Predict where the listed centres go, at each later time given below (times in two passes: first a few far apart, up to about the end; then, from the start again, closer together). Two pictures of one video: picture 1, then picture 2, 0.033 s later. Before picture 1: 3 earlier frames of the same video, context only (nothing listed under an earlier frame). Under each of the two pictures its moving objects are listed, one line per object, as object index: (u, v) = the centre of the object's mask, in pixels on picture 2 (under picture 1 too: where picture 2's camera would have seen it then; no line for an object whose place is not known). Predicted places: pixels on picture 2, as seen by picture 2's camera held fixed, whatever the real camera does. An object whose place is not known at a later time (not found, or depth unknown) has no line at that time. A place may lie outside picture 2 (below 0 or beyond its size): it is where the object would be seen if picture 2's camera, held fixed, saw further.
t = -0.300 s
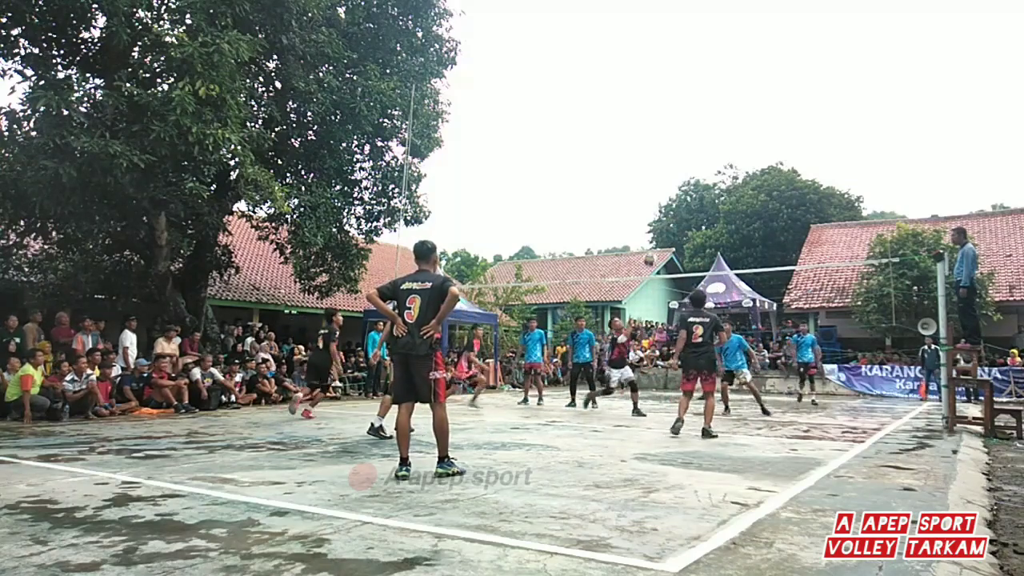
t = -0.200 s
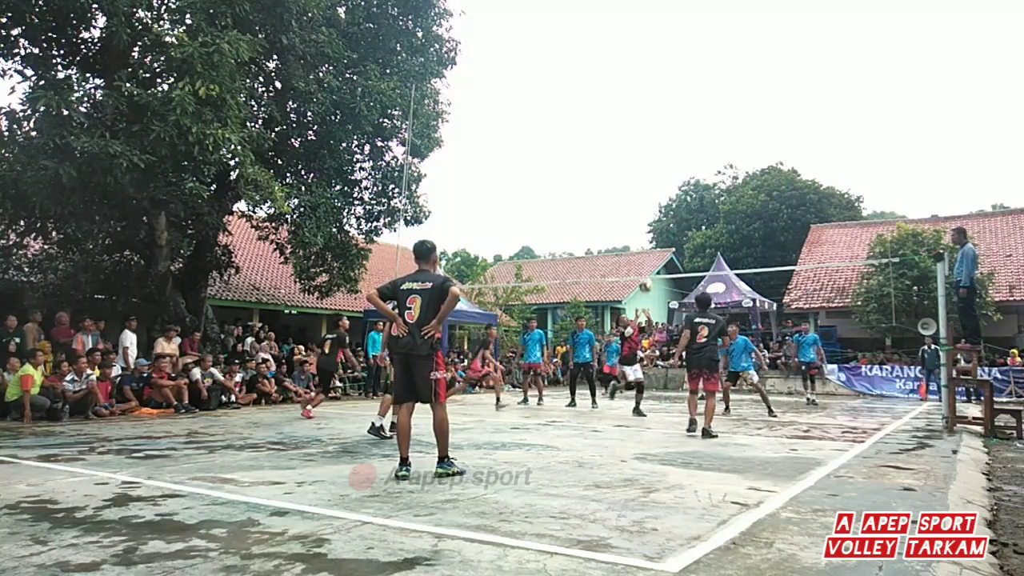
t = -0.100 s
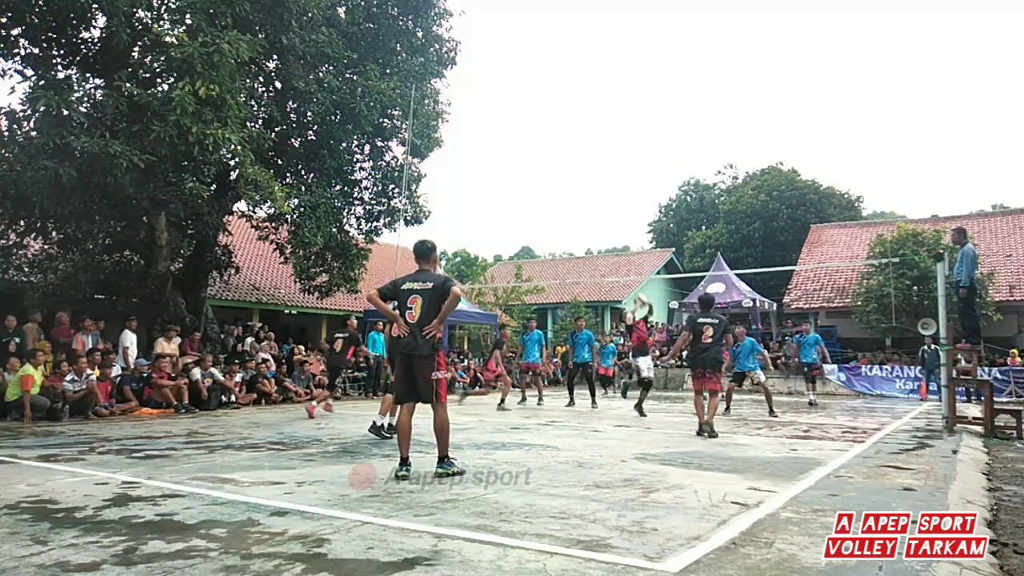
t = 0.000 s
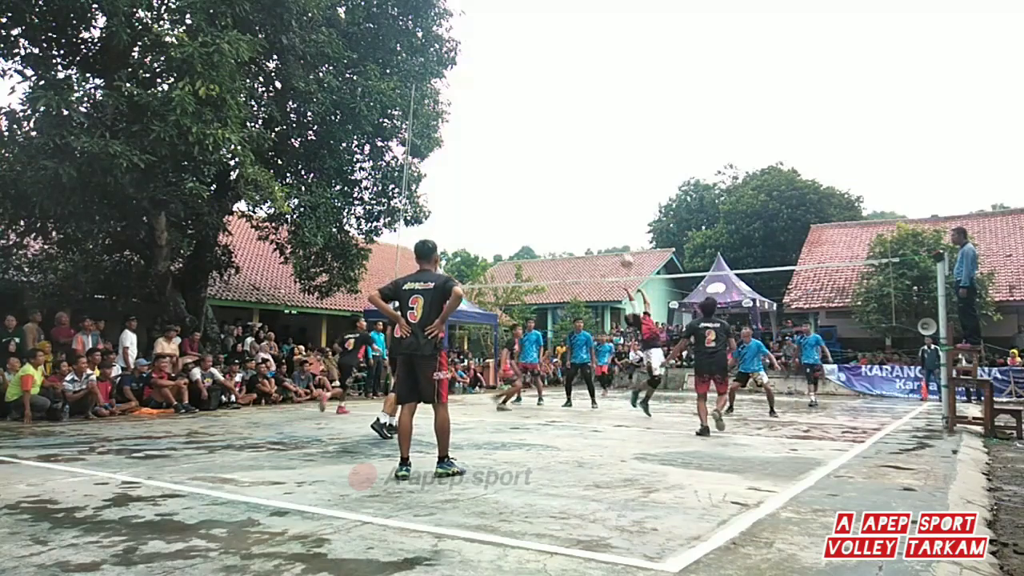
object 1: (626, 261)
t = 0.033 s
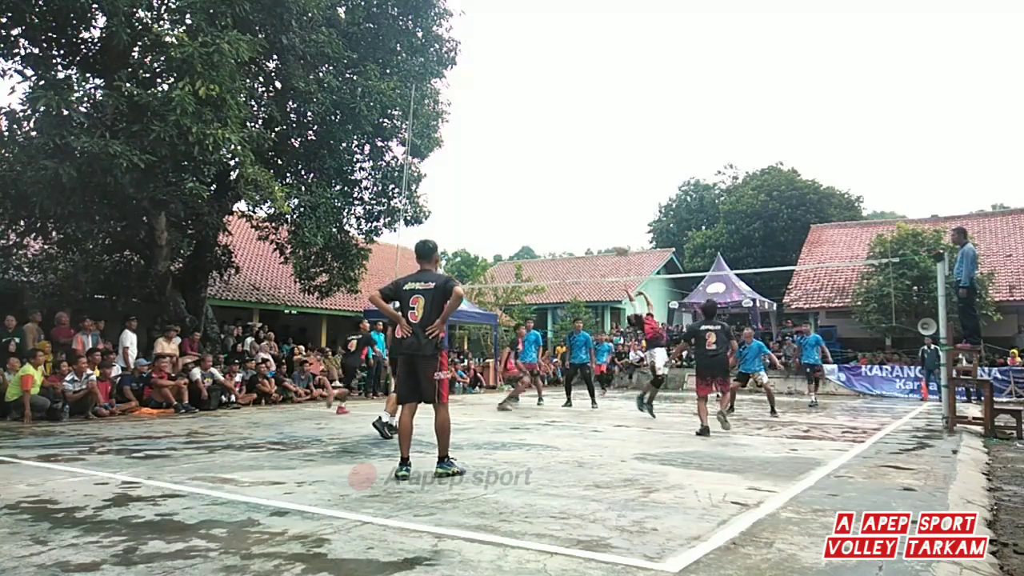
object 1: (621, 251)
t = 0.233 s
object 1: (595, 193)
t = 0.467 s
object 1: (569, 159)
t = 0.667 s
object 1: (548, 155)
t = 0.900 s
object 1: (523, 176)
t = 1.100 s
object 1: (503, 216)
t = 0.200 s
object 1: (600, 201)
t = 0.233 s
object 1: (595, 193)
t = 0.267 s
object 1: (592, 186)
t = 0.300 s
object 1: (588, 180)
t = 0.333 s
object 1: (584, 175)
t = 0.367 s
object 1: (580, 170)
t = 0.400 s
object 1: (576, 165)
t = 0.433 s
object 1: (573, 162)
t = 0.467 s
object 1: (569, 159)
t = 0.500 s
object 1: (566, 157)
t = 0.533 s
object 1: (562, 155)
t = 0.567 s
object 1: (558, 154)
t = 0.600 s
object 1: (555, 153)
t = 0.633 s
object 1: (551, 154)
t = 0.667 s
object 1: (548, 155)
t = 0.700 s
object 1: (544, 156)
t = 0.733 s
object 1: (540, 158)
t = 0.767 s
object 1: (537, 160)
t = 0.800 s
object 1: (533, 163)
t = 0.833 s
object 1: (530, 167)
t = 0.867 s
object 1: (527, 171)
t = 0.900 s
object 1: (523, 176)
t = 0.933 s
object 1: (520, 181)
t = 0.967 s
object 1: (517, 187)
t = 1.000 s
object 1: (513, 194)
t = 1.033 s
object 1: (510, 201)
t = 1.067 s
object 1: (507, 209)
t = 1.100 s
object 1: (503, 216)
